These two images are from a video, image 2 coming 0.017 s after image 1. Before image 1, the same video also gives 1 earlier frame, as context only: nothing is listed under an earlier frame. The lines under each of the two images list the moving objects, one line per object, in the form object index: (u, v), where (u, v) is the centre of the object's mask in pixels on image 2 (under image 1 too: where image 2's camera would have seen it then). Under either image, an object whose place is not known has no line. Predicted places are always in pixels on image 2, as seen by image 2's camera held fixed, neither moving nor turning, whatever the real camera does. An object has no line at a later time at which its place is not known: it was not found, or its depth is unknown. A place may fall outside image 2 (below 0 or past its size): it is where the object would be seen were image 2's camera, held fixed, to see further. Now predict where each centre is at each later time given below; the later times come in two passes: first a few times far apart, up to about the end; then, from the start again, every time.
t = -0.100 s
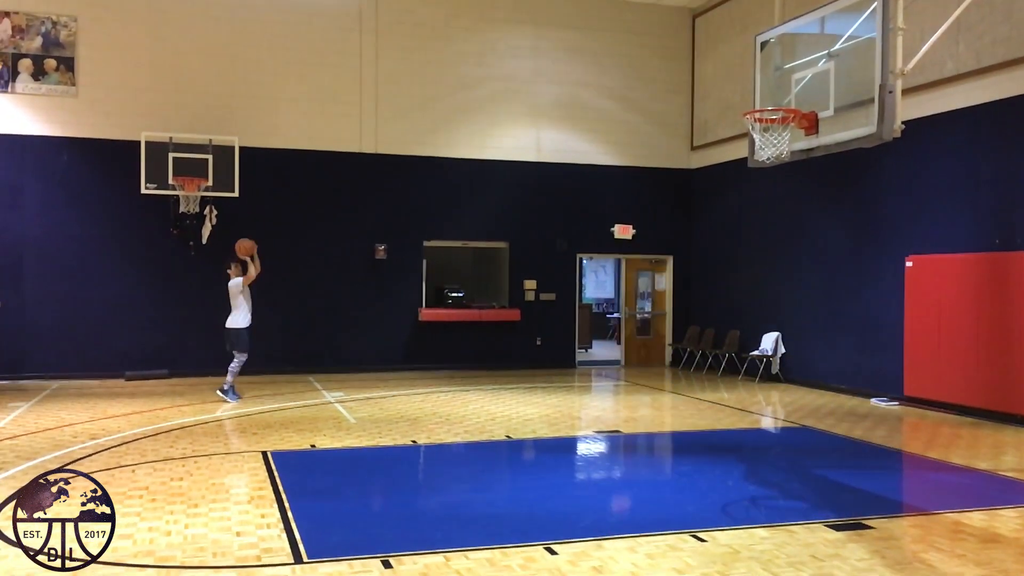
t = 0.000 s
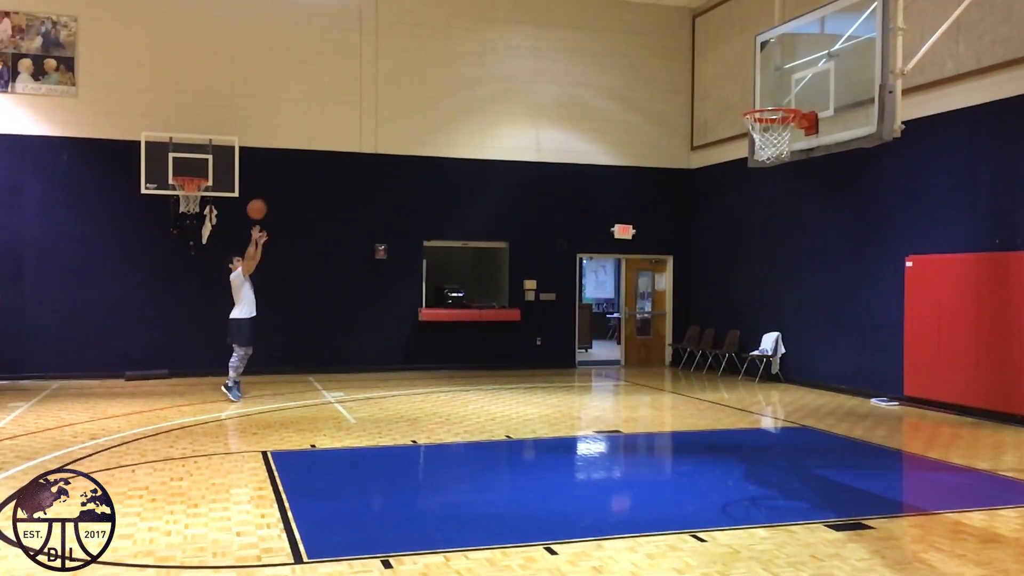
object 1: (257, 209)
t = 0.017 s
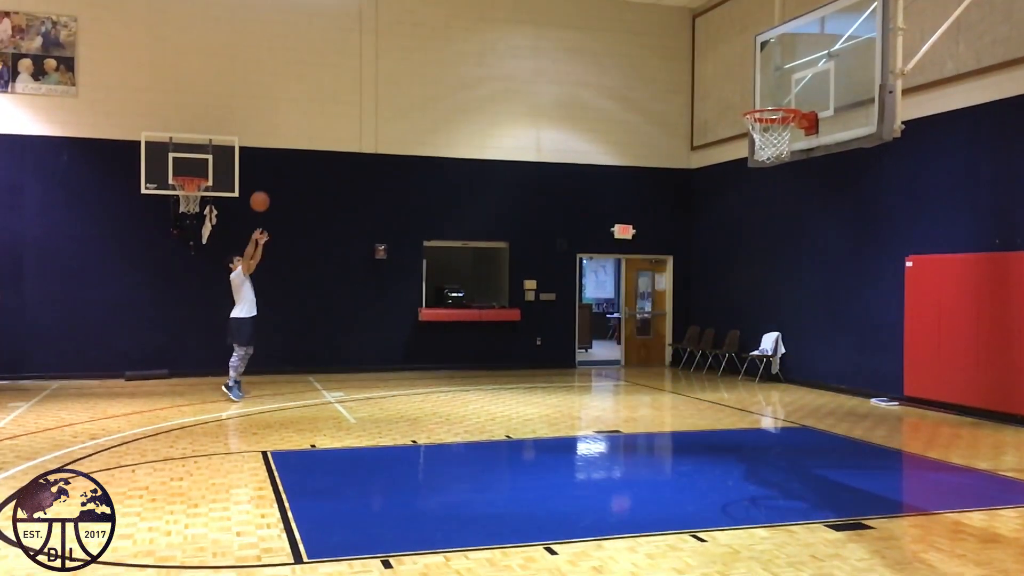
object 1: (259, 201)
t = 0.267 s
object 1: (307, 108)
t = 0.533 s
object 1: (363, 57)
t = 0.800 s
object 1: (422, 63)
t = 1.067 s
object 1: (487, 134)
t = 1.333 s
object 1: (557, 282)
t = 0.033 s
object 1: (262, 194)
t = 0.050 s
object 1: (266, 187)
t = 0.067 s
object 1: (269, 179)
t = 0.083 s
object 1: (272, 173)
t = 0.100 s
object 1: (275, 166)
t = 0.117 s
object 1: (278, 159)
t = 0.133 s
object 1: (281, 153)
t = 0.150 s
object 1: (285, 146)
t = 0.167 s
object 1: (288, 140)
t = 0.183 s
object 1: (291, 134)
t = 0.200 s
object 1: (294, 129)
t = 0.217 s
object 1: (298, 123)
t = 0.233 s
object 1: (301, 118)
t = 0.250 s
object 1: (304, 113)
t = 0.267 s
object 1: (307, 108)
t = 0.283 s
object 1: (311, 103)
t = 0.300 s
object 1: (314, 99)
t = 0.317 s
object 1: (317, 94)
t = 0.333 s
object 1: (321, 90)
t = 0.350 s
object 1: (324, 86)
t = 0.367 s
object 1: (328, 82)
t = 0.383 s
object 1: (331, 79)
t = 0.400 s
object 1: (335, 76)
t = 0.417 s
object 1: (338, 72)
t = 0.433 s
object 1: (341, 70)
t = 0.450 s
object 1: (345, 67)
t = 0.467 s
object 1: (348, 65)
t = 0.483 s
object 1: (352, 62)
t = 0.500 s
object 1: (355, 61)
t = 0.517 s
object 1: (359, 59)
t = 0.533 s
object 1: (363, 57)
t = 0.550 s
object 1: (366, 55)
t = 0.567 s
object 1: (370, 54)
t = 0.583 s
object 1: (374, 53)
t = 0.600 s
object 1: (377, 53)
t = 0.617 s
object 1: (381, 53)
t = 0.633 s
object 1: (384, 52)
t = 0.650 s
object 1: (388, 52)
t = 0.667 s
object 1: (392, 52)
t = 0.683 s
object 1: (396, 53)
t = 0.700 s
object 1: (399, 53)
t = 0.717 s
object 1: (403, 54)
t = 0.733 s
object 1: (407, 55)
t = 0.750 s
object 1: (411, 57)
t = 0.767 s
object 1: (415, 58)
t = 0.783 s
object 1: (419, 61)
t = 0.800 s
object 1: (422, 63)
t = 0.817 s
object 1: (426, 65)
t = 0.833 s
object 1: (430, 68)
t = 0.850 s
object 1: (434, 71)
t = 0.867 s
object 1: (438, 74)
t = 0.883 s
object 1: (442, 77)
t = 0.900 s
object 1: (446, 81)
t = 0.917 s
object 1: (450, 85)
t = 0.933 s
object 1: (454, 89)
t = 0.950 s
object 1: (458, 94)
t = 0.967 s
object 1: (462, 99)
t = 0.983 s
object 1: (466, 104)
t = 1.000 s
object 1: (470, 109)
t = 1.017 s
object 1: (474, 115)
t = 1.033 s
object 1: (479, 121)
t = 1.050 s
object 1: (482, 127)
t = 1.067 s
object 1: (487, 134)
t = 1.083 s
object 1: (491, 141)
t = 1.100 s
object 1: (495, 148)
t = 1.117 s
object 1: (499, 157)
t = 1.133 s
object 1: (504, 165)
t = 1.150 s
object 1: (508, 172)
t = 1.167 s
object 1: (513, 180)
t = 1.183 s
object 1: (517, 189)
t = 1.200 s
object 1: (521, 198)
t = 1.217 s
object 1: (526, 207)
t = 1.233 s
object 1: (530, 217)
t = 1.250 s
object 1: (534, 227)
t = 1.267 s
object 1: (539, 237)
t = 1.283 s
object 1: (543, 248)
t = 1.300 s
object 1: (548, 259)
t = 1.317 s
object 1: (553, 270)
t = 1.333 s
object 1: (557, 282)
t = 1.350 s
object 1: (562, 294)
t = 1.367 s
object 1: (566, 306)
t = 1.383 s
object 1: (571, 319)
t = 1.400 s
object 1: (575, 331)
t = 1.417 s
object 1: (580, 344)
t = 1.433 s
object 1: (585, 357)
